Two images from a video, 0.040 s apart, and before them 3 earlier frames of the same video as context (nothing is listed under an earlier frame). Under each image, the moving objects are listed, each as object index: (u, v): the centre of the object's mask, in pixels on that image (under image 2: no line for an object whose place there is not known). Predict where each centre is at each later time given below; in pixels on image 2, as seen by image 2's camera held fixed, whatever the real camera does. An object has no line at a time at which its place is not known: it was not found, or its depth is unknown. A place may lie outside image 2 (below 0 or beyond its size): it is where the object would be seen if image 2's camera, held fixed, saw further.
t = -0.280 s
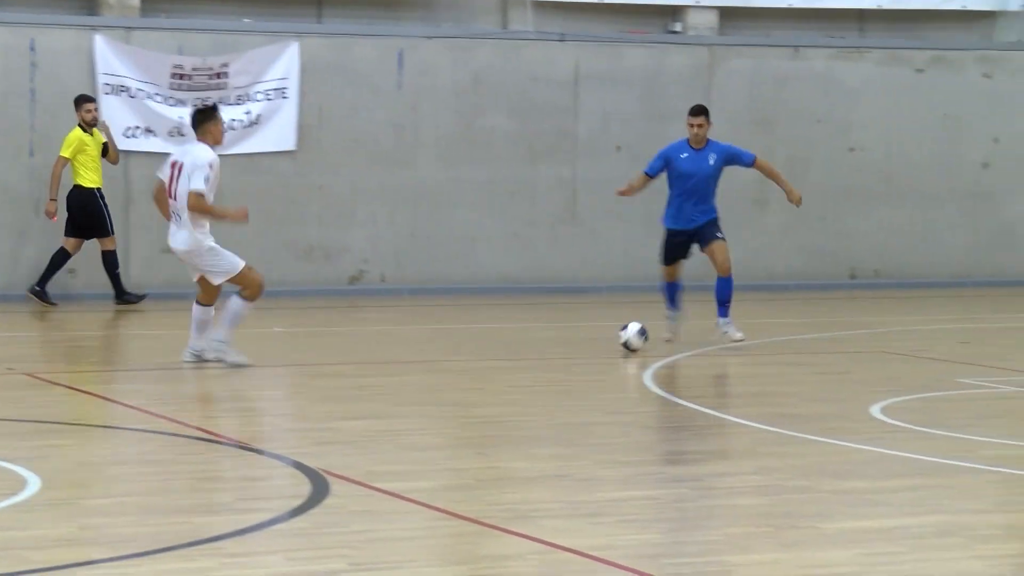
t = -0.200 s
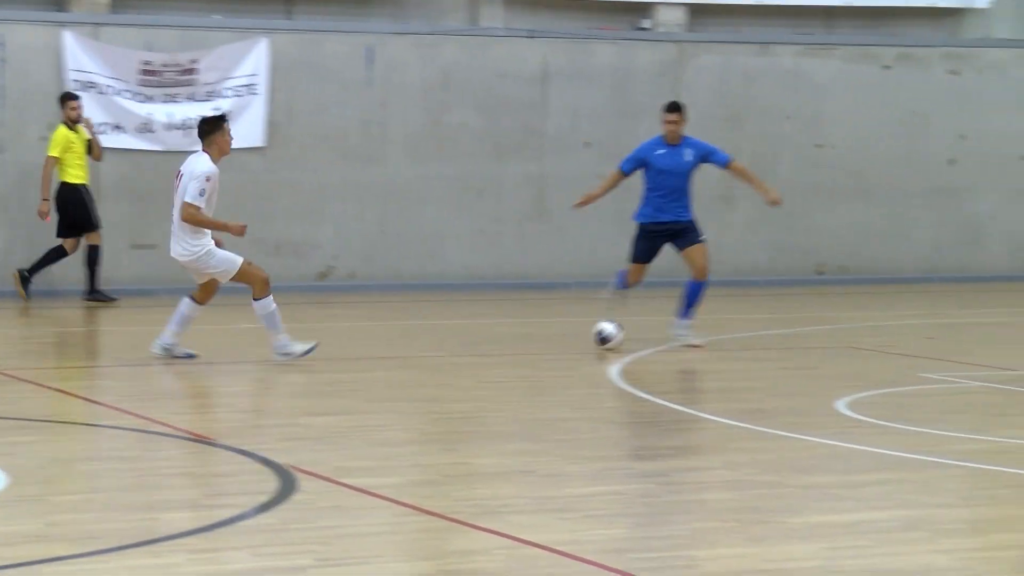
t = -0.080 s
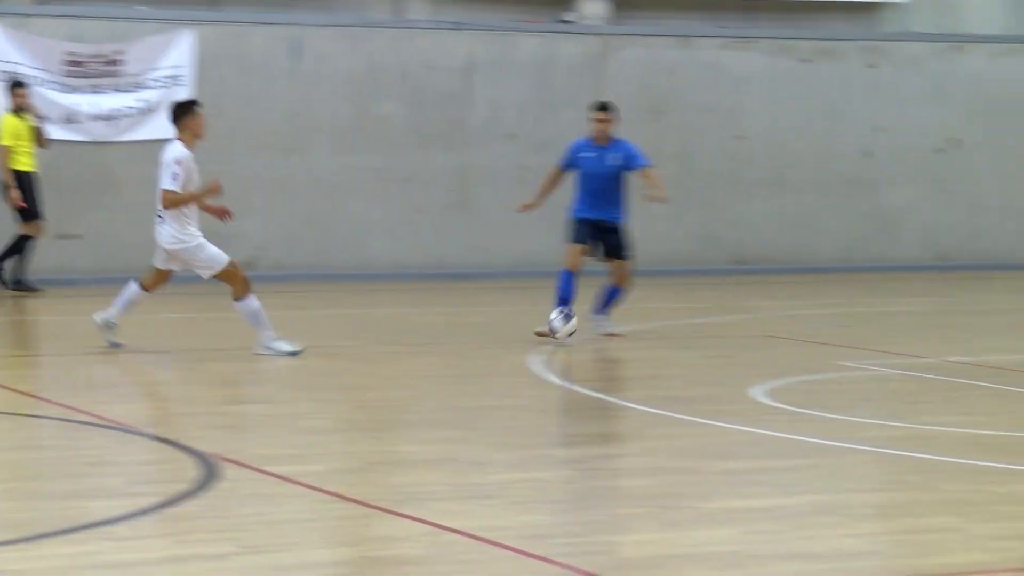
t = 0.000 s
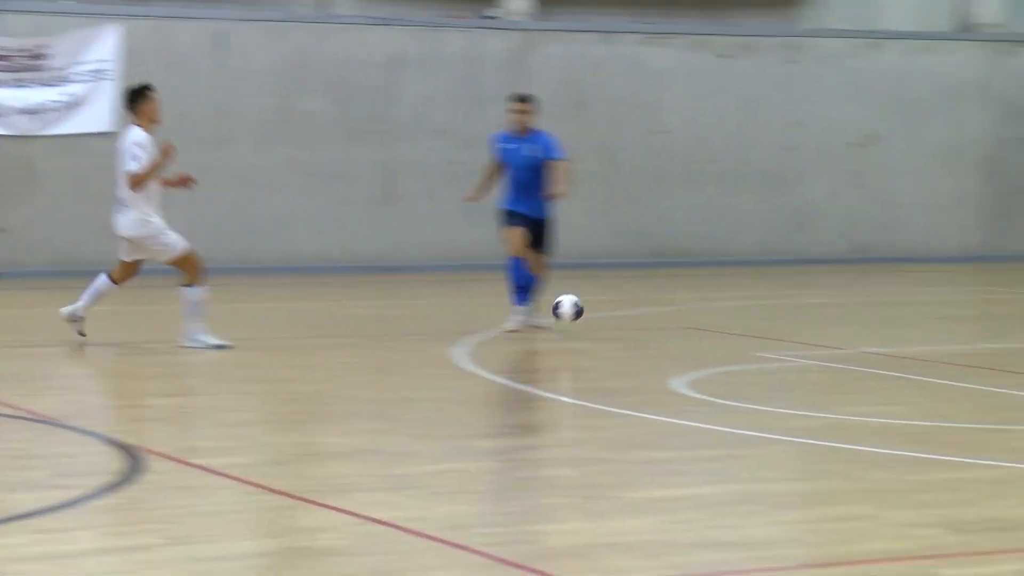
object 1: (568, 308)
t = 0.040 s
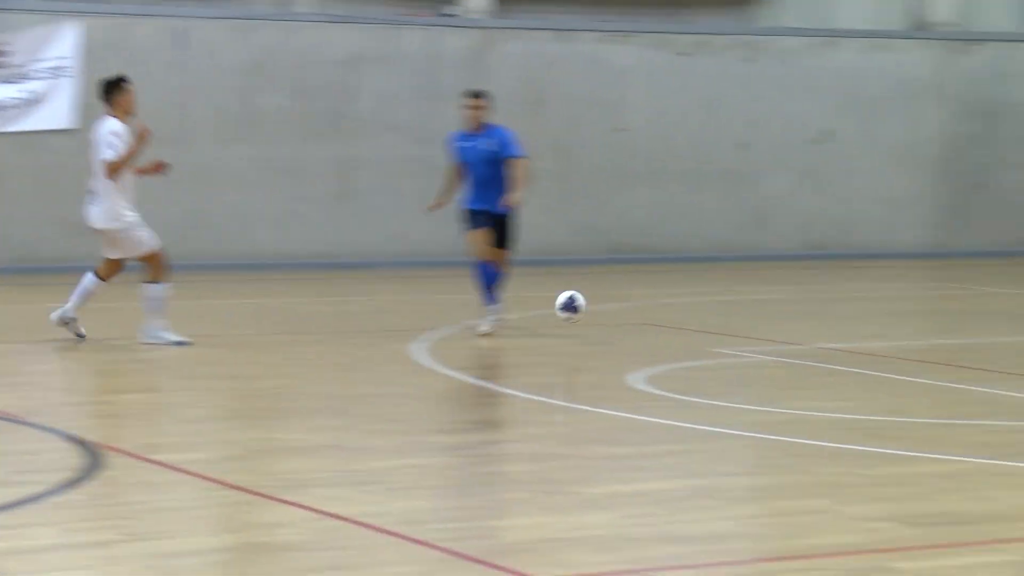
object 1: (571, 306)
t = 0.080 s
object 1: (617, 309)
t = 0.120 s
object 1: (666, 314)
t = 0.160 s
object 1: (716, 320)
